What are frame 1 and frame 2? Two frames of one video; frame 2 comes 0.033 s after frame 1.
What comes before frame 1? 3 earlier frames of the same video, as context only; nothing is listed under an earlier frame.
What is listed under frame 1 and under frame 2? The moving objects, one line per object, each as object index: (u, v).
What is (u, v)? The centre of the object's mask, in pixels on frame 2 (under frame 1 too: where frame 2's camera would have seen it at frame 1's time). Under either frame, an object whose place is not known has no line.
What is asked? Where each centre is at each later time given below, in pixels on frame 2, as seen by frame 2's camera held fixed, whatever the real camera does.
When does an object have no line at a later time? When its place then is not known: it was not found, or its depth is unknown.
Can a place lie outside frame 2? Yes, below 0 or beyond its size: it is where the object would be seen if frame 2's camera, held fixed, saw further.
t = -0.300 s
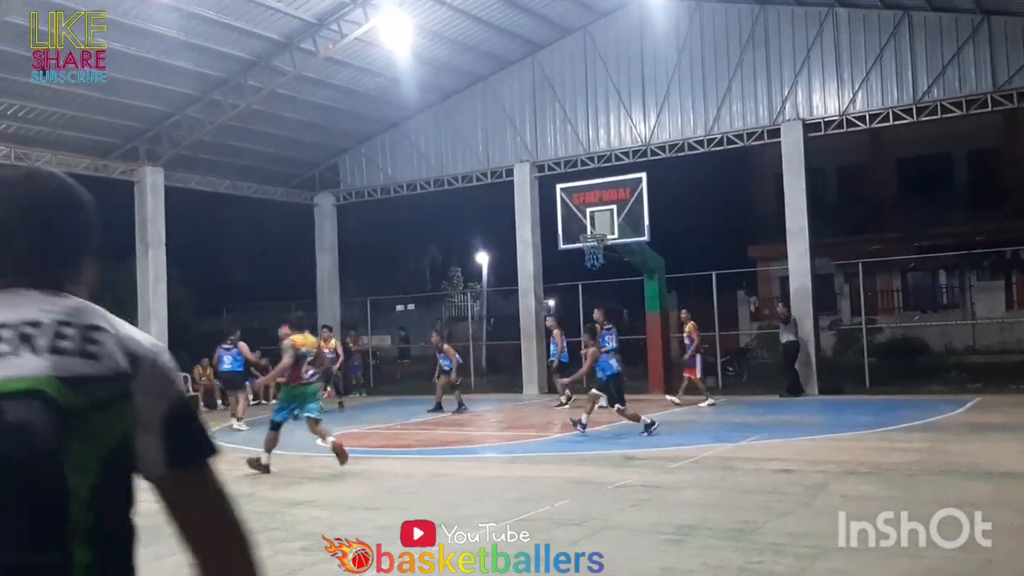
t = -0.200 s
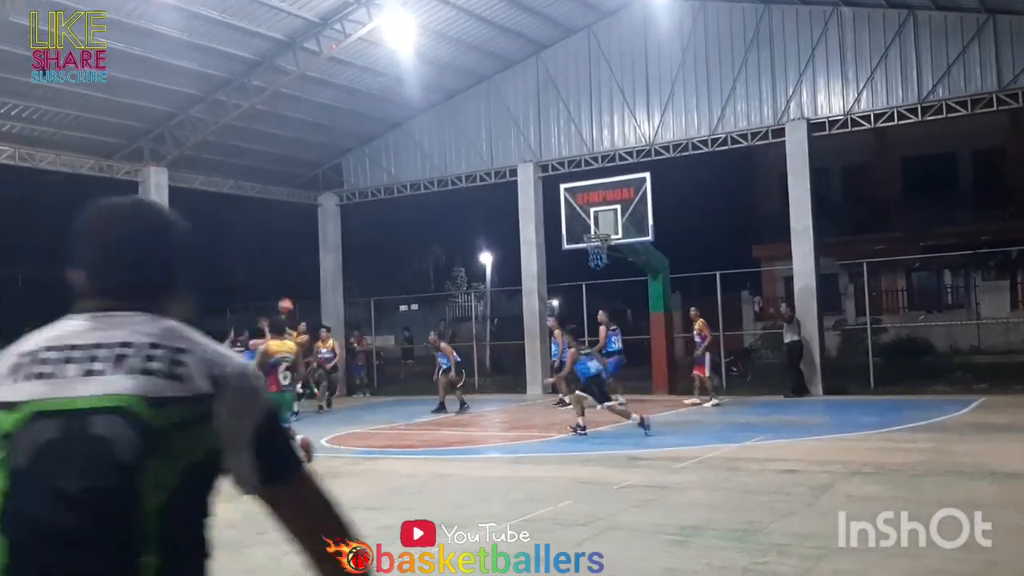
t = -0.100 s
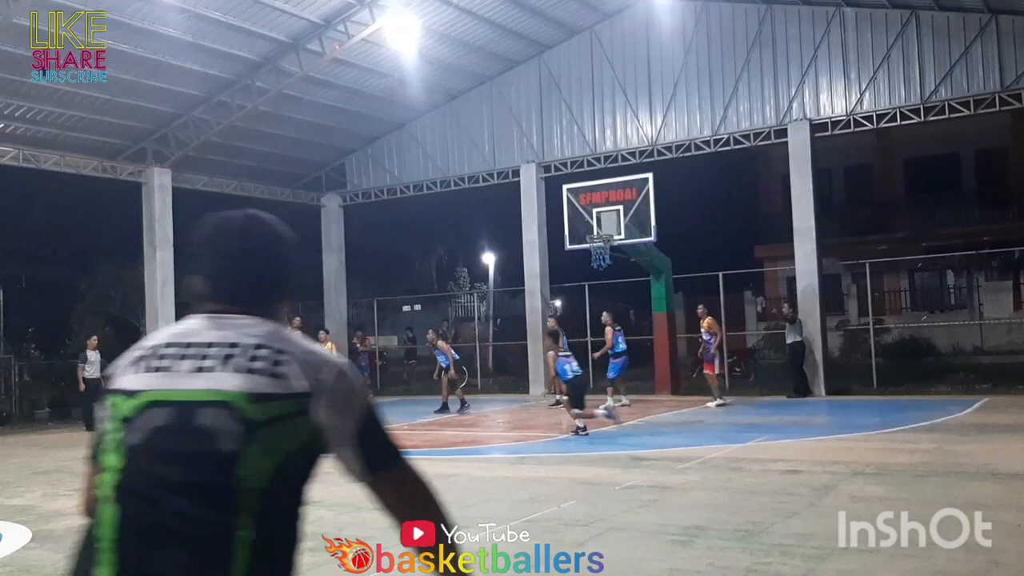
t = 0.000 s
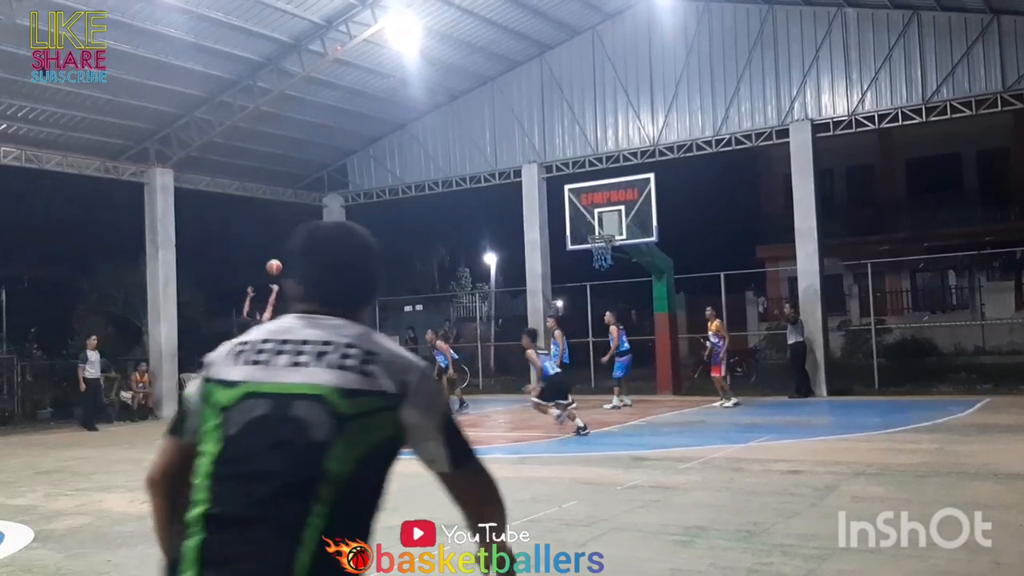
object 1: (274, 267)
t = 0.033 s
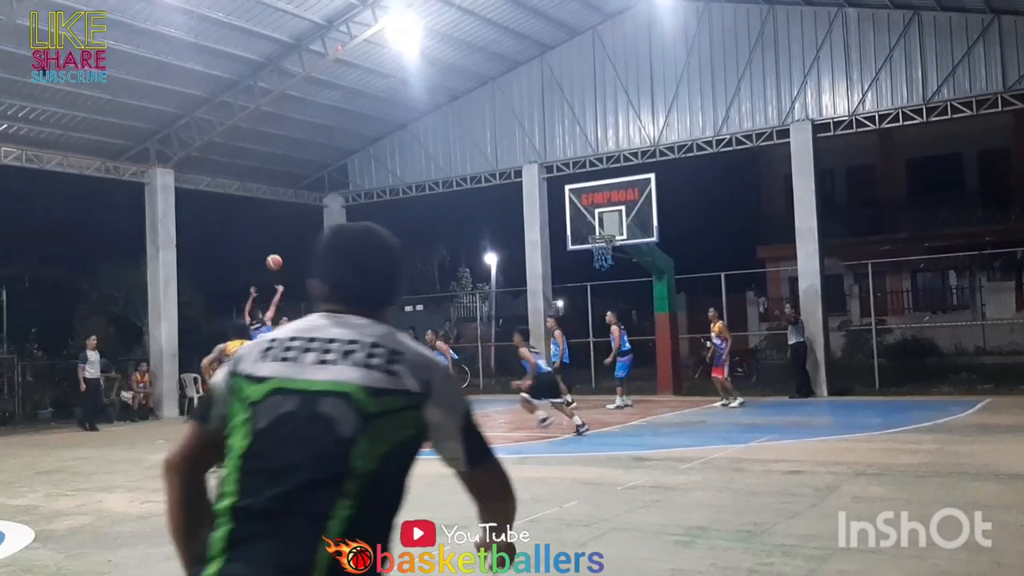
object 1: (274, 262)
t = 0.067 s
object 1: (273, 258)
